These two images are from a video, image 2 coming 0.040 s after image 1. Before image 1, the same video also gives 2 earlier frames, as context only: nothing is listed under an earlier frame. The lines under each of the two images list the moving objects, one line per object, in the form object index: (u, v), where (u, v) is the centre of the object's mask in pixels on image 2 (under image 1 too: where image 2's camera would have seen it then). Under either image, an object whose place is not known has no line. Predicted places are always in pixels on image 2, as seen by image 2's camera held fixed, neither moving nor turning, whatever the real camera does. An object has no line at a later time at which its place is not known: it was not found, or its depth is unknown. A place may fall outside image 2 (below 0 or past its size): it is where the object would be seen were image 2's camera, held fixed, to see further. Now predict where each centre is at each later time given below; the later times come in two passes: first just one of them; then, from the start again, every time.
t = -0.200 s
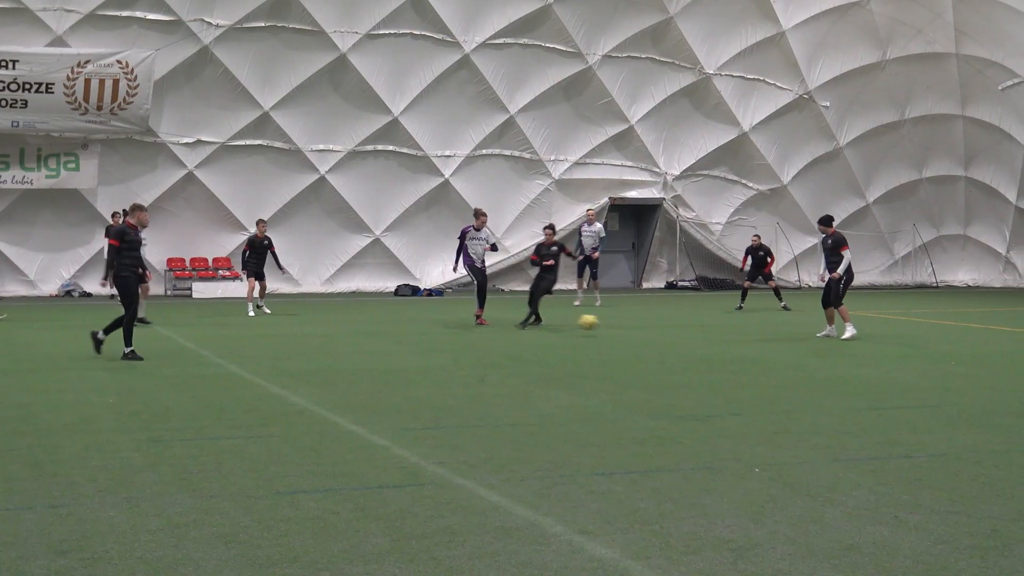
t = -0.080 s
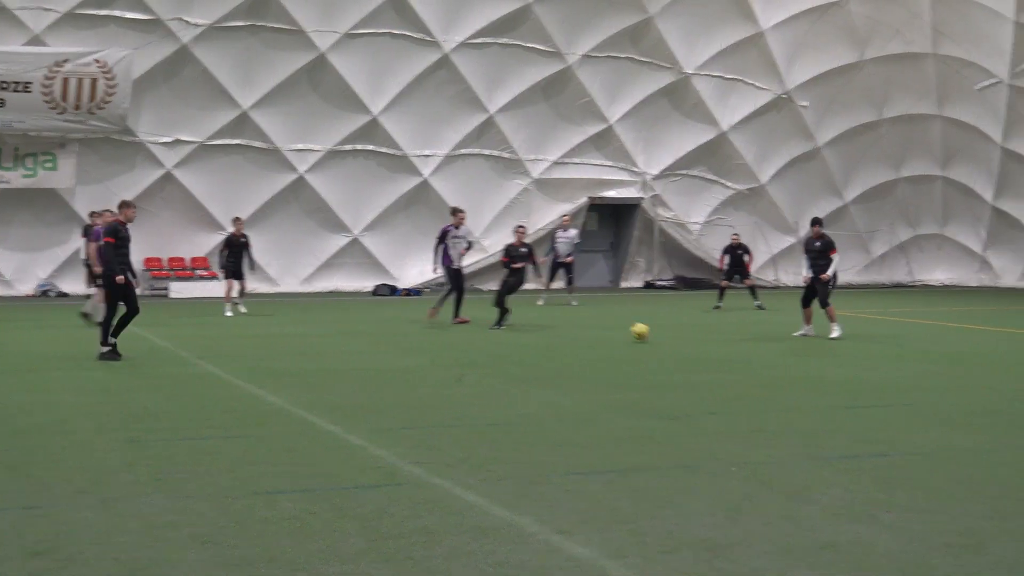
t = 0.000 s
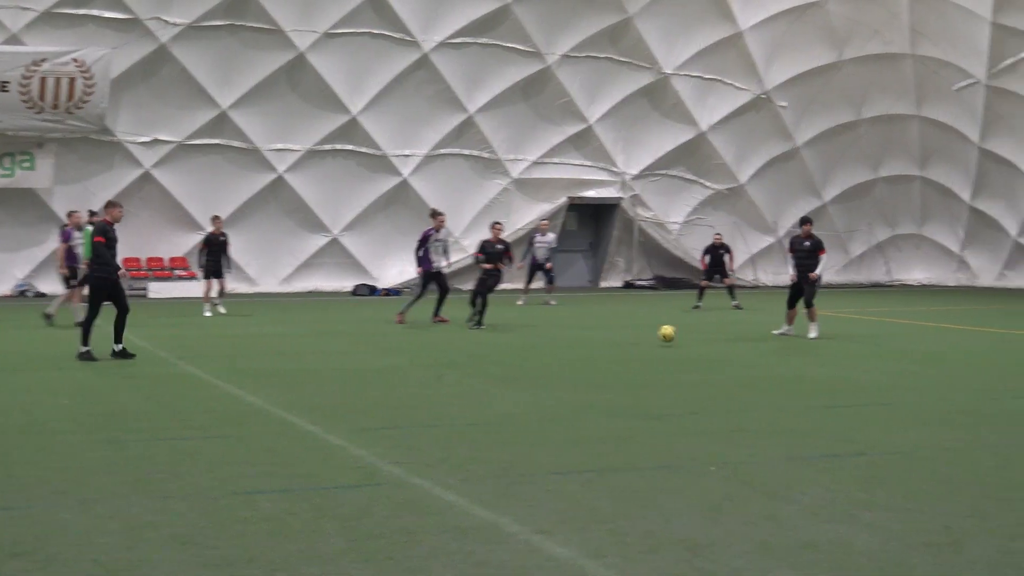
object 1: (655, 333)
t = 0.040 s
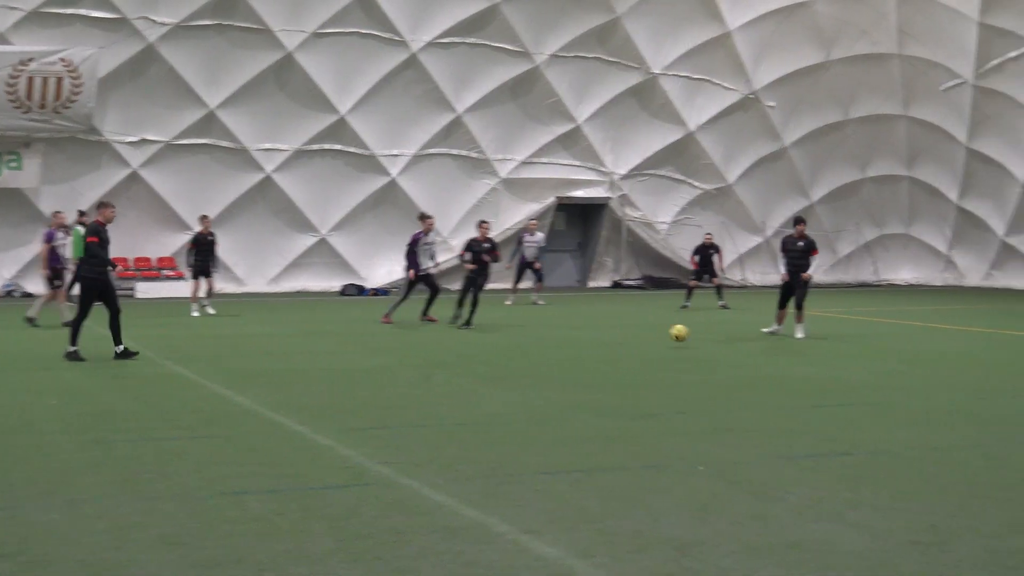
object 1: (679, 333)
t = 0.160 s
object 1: (753, 343)
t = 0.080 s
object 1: (703, 335)
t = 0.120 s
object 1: (728, 338)
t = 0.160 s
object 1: (753, 343)
